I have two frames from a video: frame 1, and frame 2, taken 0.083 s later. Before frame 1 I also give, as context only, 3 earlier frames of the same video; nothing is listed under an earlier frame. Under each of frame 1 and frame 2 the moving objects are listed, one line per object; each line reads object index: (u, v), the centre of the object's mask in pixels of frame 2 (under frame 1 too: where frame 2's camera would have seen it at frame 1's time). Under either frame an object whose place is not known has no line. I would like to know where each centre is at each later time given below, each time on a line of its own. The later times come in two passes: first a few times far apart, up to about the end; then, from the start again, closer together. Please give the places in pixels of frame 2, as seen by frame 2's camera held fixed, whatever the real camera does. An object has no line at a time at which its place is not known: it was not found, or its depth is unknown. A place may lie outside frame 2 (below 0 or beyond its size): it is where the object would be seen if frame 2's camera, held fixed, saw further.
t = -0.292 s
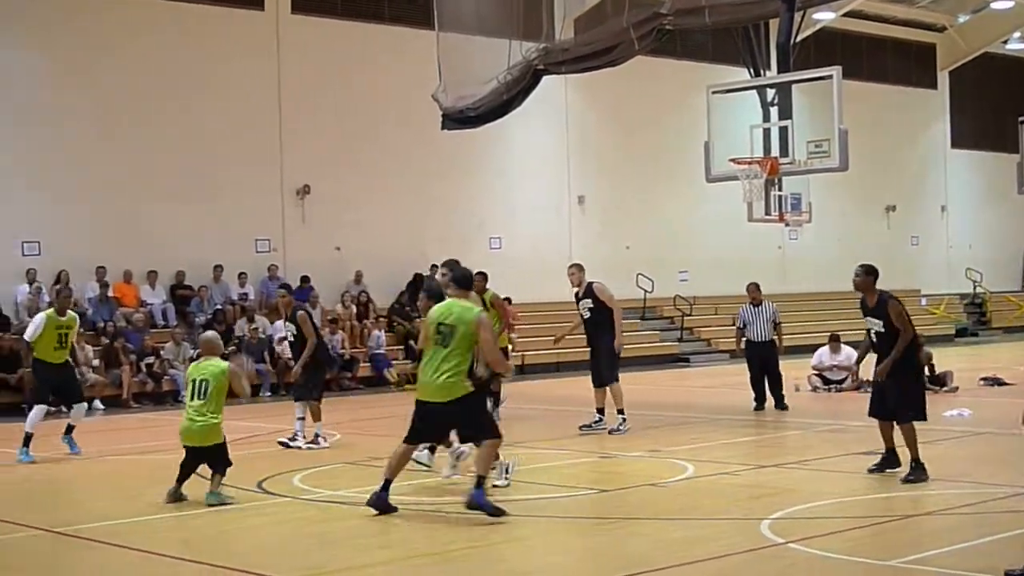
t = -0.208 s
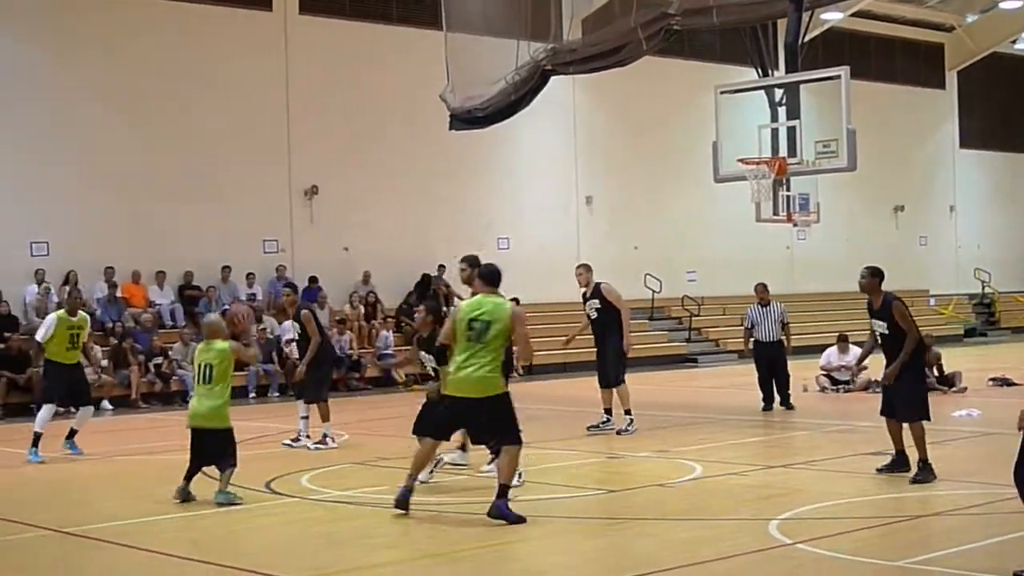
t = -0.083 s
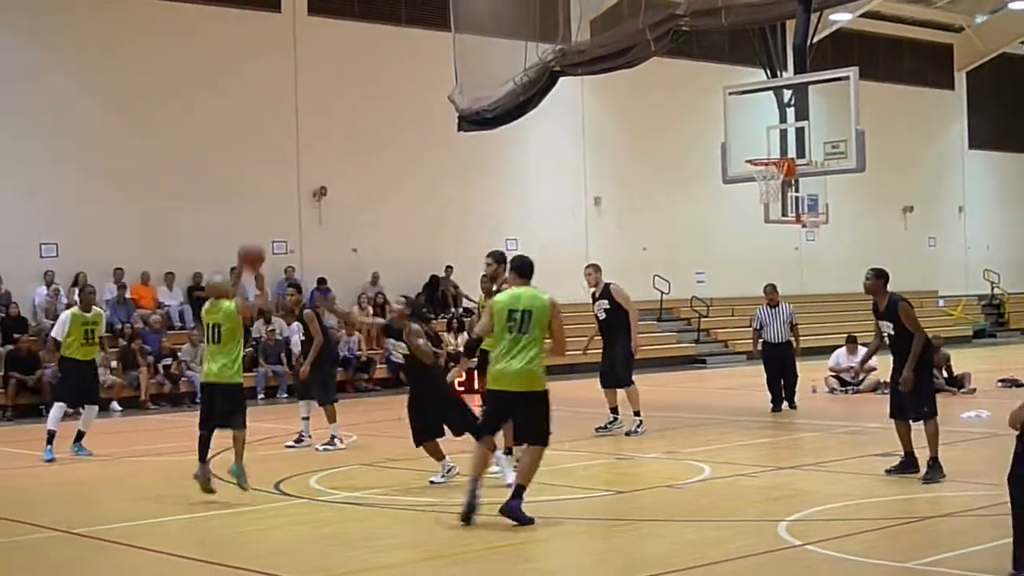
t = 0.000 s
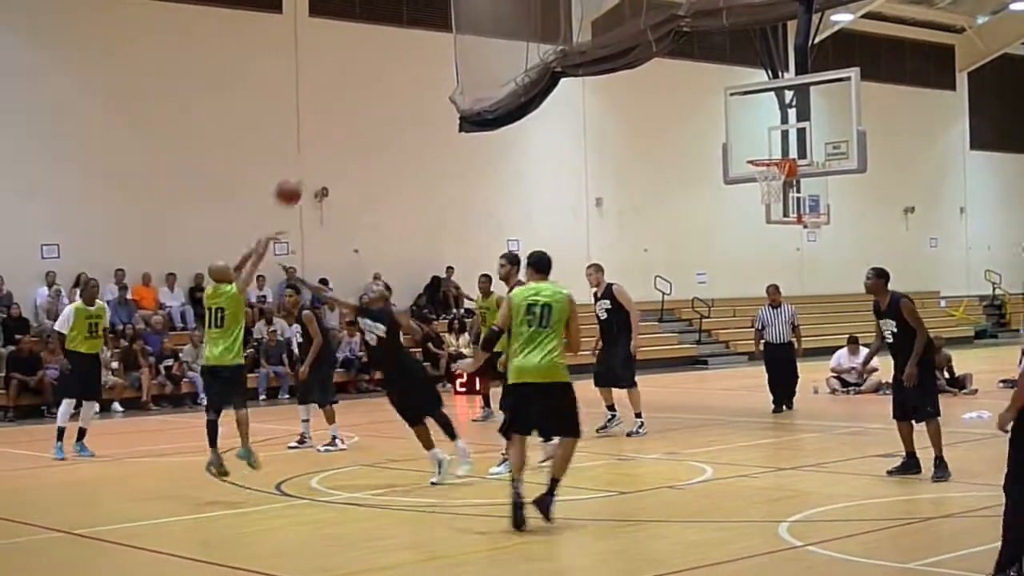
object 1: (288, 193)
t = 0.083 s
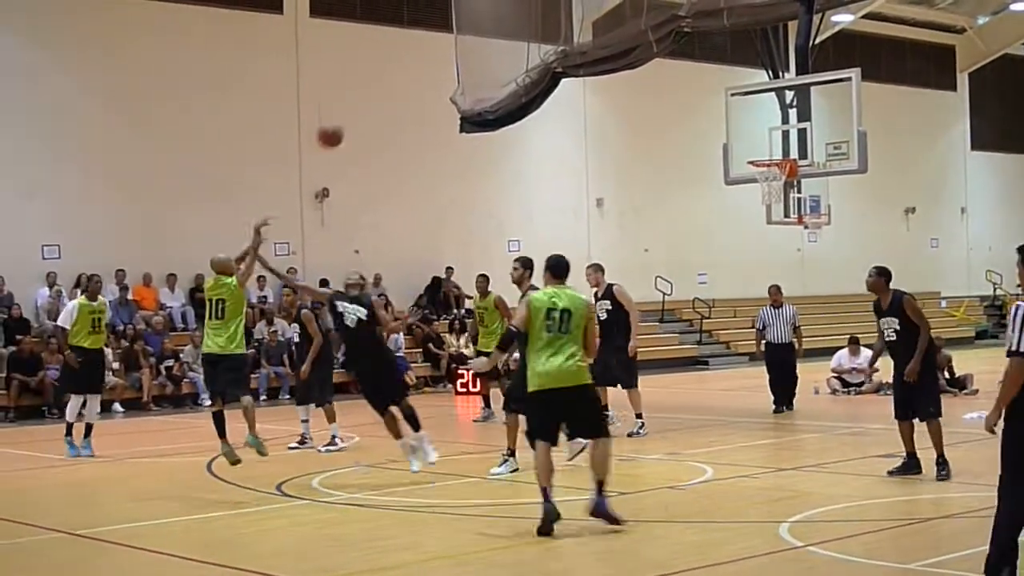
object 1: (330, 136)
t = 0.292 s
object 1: (425, 30)
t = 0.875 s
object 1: (655, 4)
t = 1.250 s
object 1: (781, 147)
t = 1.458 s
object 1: (738, 103)
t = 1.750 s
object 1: (674, 92)
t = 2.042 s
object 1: (618, 149)
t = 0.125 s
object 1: (350, 111)
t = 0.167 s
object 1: (369, 88)
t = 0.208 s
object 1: (388, 67)
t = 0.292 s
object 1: (425, 30)
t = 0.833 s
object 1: (646, 1)
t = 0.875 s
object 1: (655, 4)
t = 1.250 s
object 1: (781, 147)
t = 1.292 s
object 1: (779, 145)
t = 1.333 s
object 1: (769, 132)
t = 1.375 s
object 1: (758, 120)
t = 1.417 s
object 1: (749, 111)
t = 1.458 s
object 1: (738, 103)
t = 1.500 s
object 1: (729, 97)
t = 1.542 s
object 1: (719, 92)
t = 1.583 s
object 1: (710, 89)
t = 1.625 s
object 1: (701, 88)
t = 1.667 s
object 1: (692, 87)
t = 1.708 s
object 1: (683, 89)
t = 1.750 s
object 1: (674, 92)
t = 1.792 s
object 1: (666, 96)
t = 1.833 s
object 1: (657, 101)
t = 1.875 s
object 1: (649, 108)
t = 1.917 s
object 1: (641, 117)
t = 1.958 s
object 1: (633, 126)
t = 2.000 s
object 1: (626, 137)
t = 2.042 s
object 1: (618, 149)
